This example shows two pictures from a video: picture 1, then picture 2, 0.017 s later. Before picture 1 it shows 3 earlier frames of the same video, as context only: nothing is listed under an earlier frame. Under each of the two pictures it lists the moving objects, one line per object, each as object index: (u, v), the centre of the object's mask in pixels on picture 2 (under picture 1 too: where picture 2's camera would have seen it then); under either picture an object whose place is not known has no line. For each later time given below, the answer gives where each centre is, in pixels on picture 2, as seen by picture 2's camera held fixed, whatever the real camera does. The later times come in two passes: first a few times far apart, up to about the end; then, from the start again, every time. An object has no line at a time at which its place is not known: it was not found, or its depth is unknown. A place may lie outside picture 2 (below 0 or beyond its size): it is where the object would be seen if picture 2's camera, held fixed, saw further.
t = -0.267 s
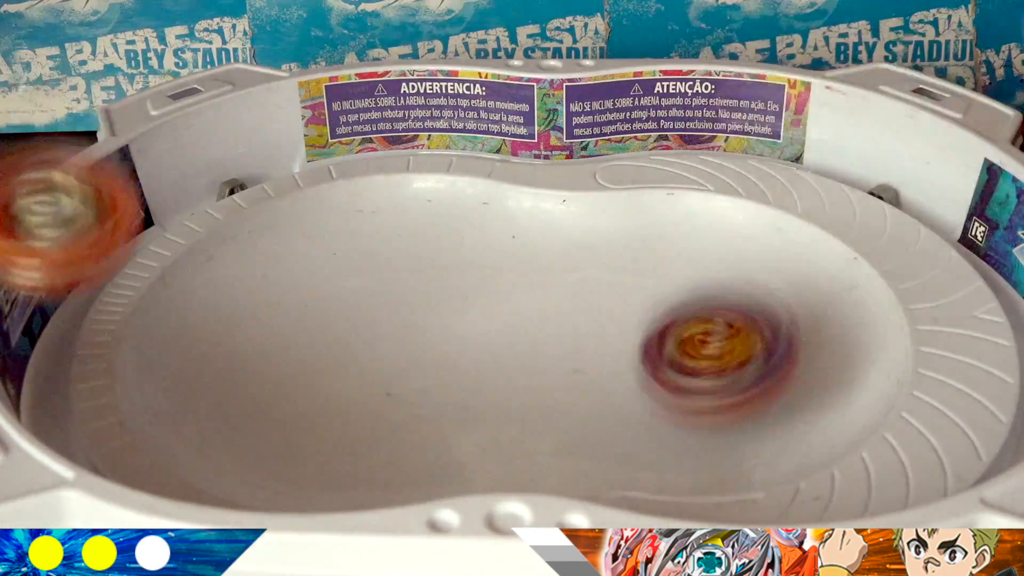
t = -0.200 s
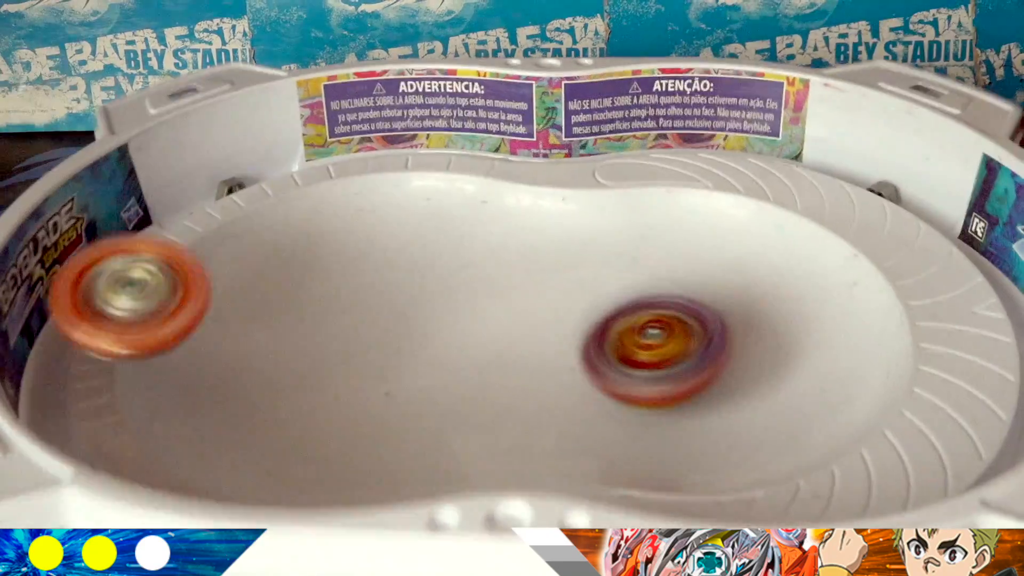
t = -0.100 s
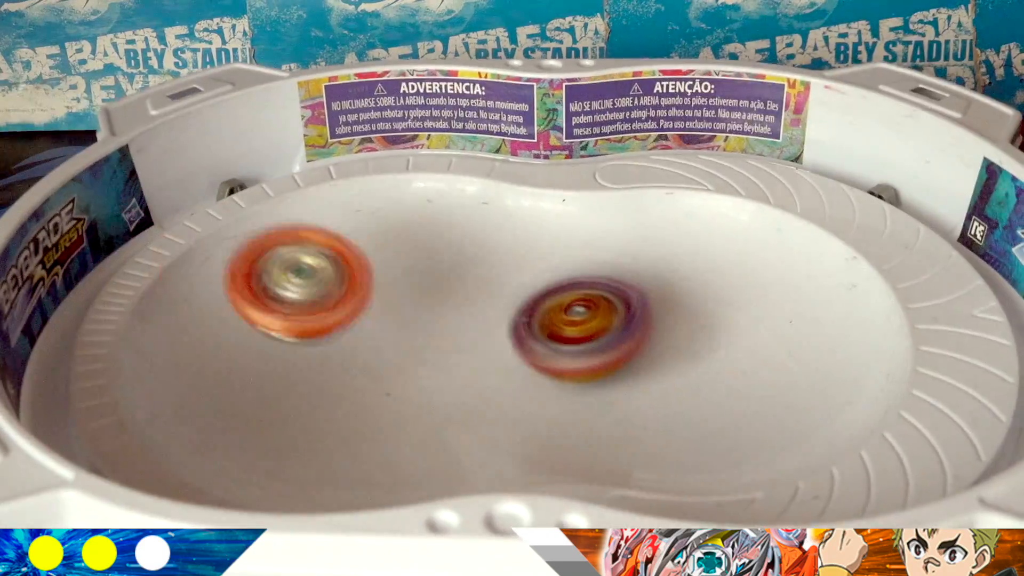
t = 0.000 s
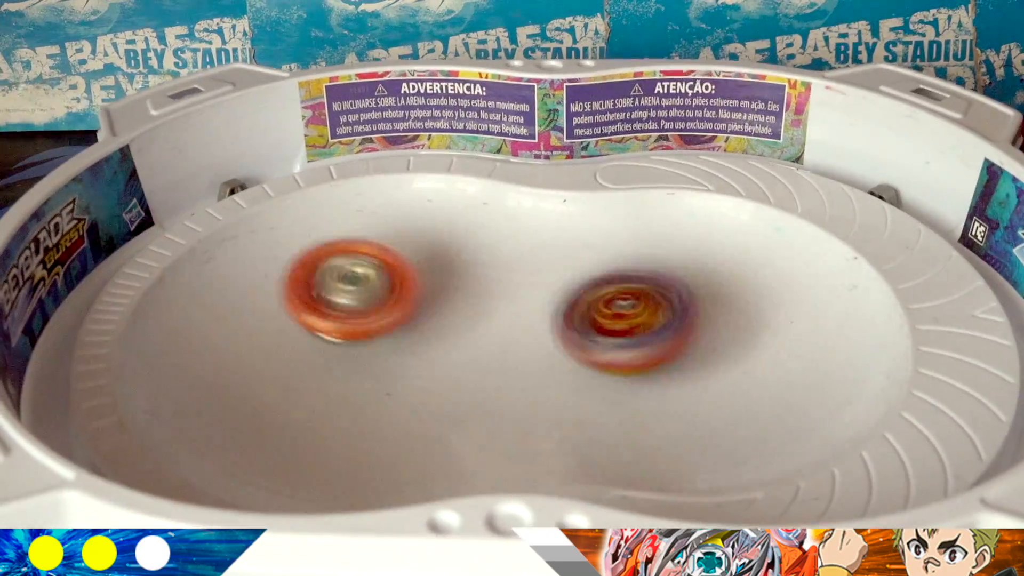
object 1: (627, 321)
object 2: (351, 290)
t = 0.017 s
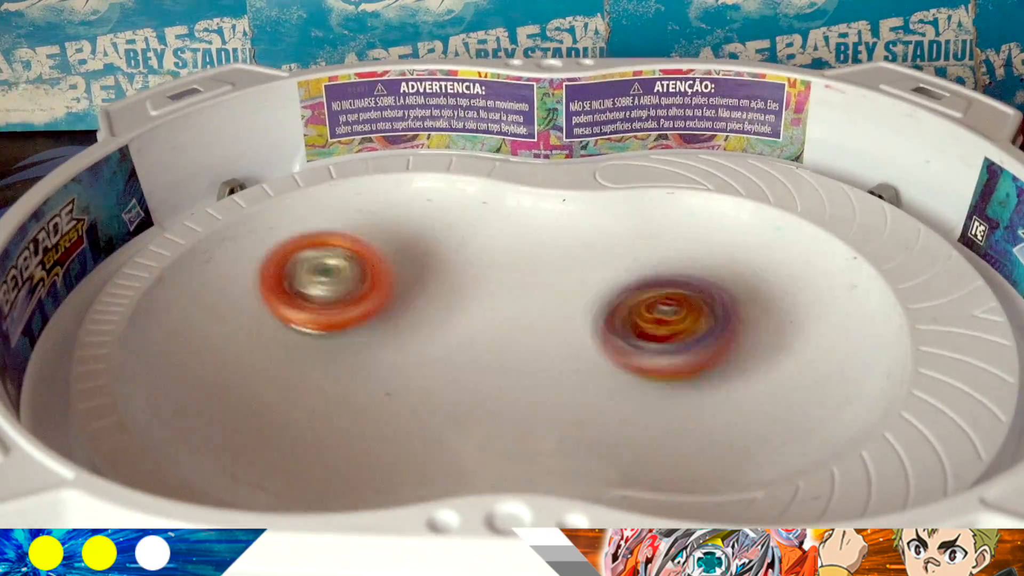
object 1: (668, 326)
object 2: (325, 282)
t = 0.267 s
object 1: (824, 300)
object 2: (299, 293)
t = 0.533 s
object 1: (722, 248)
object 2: (286, 437)
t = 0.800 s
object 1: (610, 336)
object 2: (405, 321)
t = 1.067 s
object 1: (446, 435)
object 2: (475, 232)
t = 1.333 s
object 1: (452, 321)
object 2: (276, 342)
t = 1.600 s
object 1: (266, 310)
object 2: (456, 372)
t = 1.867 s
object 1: (376, 443)
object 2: (694, 261)
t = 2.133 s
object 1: (847, 323)
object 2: (665, 248)
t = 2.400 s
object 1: (521, 282)
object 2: (385, 315)
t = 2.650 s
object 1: (174, 251)
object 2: (246, 426)
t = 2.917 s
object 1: (442, 393)
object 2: (802, 289)
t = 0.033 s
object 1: (710, 334)
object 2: (301, 279)
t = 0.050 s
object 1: (753, 337)
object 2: (280, 274)
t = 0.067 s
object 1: (797, 332)
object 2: (263, 262)
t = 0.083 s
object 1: (834, 323)
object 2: (248, 250)
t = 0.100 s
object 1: (849, 304)
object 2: (237, 240)
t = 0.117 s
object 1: (857, 285)
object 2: (232, 233)
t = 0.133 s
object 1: (863, 273)
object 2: (229, 230)
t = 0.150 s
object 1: (868, 266)
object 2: (226, 232)
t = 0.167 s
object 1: (873, 264)
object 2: (226, 235)
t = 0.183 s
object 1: (876, 269)
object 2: (230, 240)
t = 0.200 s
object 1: (879, 279)
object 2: (240, 248)
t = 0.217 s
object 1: (877, 293)
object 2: (251, 258)
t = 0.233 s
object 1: (861, 299)
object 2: (263, 268)
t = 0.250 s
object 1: (843, 298)
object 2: (280, 281)
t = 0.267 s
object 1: (824, 300)
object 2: (299, 293)
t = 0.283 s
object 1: (804, 308)
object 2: (319, 304)
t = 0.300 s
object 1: (784, 321)
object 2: (340, 314)
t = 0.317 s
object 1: (760, 325)
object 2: (363, 321)
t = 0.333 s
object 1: (734, 322)
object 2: (388, 330)
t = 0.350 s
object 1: (708, 317)
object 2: (413, 336)
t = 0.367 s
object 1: (682, 314)
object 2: (434, 340)
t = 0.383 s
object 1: (655, 311)
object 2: (459, 345)
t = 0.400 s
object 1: (629, 311)
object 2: (485, 348)
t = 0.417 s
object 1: (626, 306)
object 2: (480, 348)
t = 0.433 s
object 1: (643, 291)
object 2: (452, 350)
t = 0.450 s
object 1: (659, 282)
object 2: (424, 356)
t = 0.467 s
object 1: (675, 275)
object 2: (394, 371)
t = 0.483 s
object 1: (689, 266)
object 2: (365, 391)
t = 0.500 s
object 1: (700, 260)
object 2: (338, 417)
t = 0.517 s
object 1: (714, 253)
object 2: (309, 437)
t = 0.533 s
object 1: (722, 248)
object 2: (286, 437)
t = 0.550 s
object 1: (728, 246)
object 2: (264, 437)
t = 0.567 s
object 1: (733, 244)
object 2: (249, 432)
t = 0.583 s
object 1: (737, 242)
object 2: (238, 427)
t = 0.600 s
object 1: (739, 243)
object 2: (234, 420)
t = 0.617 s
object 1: (738, 246)
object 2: (230, 420)
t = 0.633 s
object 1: (737, 249)
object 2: (230, 422)
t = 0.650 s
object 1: (733, 253)
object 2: (239, 418)
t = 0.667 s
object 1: (727, 258)
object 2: (250, 410)
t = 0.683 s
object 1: (718, 266)
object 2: (266, 401)
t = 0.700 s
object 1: (707, 274)
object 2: (282, 392)
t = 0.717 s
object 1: (695, 281)
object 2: (300, 383)
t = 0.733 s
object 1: (680, 290)
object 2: (321, 372)
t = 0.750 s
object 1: (663, 301)
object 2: (340, 361)
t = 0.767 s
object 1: (646, 311)
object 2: (364, 348)
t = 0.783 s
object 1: (628, 324)
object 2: (384, 335)
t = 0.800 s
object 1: (610, 336)
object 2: (405, 321)
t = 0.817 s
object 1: (592, 350)
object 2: (426, 305)
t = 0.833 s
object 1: (576, 363)
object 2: (442, 290)
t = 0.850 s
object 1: (559, 376)
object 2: (458, 273)
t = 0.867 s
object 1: (544, 387)
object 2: (471, 256)
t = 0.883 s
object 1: (531, 396)
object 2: (484, 242)
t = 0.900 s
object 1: (518, 405)
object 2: (495, 226)
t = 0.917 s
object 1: (507, 411)
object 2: (503, 213)
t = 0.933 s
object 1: (496, 417)
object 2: (506, 201)
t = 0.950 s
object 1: (488, 423)
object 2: (504, 195)
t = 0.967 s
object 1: (480, 428)
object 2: (502, 193)
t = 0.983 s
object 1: (472, 432)
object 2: (501, 196)
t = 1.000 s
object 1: (466, 434)
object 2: (500, 205)
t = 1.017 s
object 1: (460, 437)
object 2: (498, 214)
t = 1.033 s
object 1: (455, 436)
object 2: (492, 218)
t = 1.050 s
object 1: (450, 436)
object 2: (483, 224)
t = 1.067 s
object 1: (446, 435)
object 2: (475, 232)
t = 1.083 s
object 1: (442, 432)
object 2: (463, 241)
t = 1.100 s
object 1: (440, 427)
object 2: (450, 250)
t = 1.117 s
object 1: (438, 422)
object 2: (437, 259)
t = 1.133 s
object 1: (437, 416)
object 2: (421, 269)
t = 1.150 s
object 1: (438, 409)
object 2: (407, 277)
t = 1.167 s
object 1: (439, 402)
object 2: (389, 285)
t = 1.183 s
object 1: (440, 394)
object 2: (372, 292)
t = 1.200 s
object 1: (443, 386)
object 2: (355, 299)
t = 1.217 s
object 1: (446, 377)
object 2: (340, 305)
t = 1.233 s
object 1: (450, 368)
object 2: (326, 310)
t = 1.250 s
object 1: (453, 358)
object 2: (313, 316)
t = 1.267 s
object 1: (455, 350)
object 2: (303, 320)
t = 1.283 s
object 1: (456, 341)
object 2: (292, 327)
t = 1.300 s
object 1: (456, 334)
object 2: (285, 332)
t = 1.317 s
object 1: (454, 327)
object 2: (278, 339)
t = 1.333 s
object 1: (452, 321)
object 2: (276, 342)
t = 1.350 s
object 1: (447, 315)
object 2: (273, 348)
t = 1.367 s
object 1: (442, 310)
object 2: (273, 355)
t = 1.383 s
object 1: (435, 306)
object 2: (276, 360)
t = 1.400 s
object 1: (426, 302)
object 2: (281, 366)
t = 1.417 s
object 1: (416, 300)
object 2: (288, 372)
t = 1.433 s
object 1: (405, 297)
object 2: (296, 377)
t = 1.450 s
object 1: (393, 296)
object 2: (309, 381)
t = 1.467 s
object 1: (379, 293)
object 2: (321, 384)
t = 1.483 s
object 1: (364, 292)
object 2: (336, 387)
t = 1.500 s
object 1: (349, 291)
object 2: (351, 388)
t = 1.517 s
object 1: (333, 294)
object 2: (367, 389)
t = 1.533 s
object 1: (319, 296)
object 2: (386, 389)
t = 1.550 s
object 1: (304, 298)
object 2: (402, 386)
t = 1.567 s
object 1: (290, 302)
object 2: (422, 383)
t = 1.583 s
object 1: (278, 307)
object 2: (437, 377)
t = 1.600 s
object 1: (266, 310)
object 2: (456, 372)
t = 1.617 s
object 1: (256, 316)
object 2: (472, 368)
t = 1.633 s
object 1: (246, 322)
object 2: (492, 362)
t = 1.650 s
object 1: (238, 330)
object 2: (508, 354)
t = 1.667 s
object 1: (234, 338)
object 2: (527, 346)
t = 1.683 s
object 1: (229, 347)
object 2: (543, 340)
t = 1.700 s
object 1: (229, 357)
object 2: (560, 331)
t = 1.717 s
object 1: (230, 367)
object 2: (576, 323)
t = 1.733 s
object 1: (234, 377)
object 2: (593, 315)
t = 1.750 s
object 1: (241, 388)
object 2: (608, 306)
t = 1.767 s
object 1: (250, 399)
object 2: (623, 298)
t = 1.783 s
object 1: (264, 409)
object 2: (636, 290)
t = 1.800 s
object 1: (279, 420)
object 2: (649, 282)
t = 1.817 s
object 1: (299, 429)
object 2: (661, 275)
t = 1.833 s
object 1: (321, 436)
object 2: (673, 271)
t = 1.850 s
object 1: (349, 441)
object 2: (683, 265)
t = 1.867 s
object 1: (376, 443)
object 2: (694, 261)
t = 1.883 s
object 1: (408, 443)
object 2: (703, 258)
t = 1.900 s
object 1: (438, 439)
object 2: (710, 257)
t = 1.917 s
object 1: (470, 432)
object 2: (717, 256)
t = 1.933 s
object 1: (501, 429)
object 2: (722, 256)
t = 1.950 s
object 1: (535, 423)
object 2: (725, 257)
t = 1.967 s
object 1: (569, 418)
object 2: (728, 260)
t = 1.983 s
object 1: (605, 414)
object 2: (728, 262)
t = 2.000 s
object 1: (638, 409)
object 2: (728, 265)
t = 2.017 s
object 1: (676, 402)
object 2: (726, 268)
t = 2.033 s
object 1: (711, 393)
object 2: (722, 273)
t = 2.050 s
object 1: (744, 381)
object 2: (717, 276)
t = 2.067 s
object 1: (773, 366)
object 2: (710, 280)
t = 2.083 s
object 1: (805, 359)
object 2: (698, 271)
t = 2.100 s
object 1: (831, 348)
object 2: (685, 261)
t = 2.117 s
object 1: (846, 332)
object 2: (672, 252)
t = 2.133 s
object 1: (847, 323)
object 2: (665, 248)
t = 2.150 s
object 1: (845, 308)
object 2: (653, 241)
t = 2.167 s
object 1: (842, 299)
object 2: (640, 237)
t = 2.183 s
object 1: (838, 294)
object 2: (627, 233)
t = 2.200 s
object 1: (834, 295)
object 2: (613, 232)
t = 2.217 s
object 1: (830, 302)
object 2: (599, 232)
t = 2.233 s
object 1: (818, 307)
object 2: (584, 235)
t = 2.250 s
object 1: (798, 308)
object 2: (568, 240)
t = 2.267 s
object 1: (774, 305)
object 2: (551, 245)
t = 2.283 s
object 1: (745, 302)
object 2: (533, 251)
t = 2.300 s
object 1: (718, 299)
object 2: (515, 260)
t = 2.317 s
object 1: (687, 295)
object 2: (496, 269)
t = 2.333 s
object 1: (655, 291)
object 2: (475, 280)
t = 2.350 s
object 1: (624, 288)
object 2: (452, 289)
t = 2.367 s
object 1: (591, 285)
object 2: (430, 300)
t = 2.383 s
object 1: (557, 284)
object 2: (406, 308)
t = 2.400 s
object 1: (521, 282)
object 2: (385, 315)
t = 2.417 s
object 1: (489, 283)
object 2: (358, 323)
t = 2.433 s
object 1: (456, 282)
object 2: (333, 327)
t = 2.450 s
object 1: (423, 284)
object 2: (306, 333)
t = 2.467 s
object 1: (390, 283)
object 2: (281, 339)
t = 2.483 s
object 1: (355, 282)
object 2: (257, 342)
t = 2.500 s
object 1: (317, 277)
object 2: (237, 344)
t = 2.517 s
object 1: (280, 271)
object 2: (220, 347)
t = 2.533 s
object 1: (244, 265)
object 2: (203, 351)
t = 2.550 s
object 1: (220, 255)
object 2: (188, 362)
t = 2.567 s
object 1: (209, 242)
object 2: (181, 369)
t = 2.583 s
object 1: (200, 234)
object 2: (184, 376)
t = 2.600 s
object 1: (192, 231)
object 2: (190, 386)
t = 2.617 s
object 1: (185, 233)
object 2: (202, 401)
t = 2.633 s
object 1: (179, 241)
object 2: (218, 416)
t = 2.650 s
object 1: (174, 251)
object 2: (246, 426)
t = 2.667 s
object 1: (174, 255)
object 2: (277, 436)
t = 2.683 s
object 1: (175, 258)
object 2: (308, 446)
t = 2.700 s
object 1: (177, 263)
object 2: (347, 446)
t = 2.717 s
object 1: (181, 269)
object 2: (383, 442)
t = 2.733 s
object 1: (186, 276)
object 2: (420, 432)
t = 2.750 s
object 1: (195, 289)
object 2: (461, 422)
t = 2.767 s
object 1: (203, 310)
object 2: (497, 411)
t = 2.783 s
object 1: (219, 328)
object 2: (538, 403)
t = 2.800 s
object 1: (239, 339)
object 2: (576, 397)
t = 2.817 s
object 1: (263, 352)
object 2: (612, 386)
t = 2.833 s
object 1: (288, 362)
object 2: (651, 373)
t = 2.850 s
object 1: (313, 373)
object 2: (684, 361)
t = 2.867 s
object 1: (343, 384)
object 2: (718, 347)
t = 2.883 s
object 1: (375, 390)
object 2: (751, 329)
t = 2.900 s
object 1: (409, 395)
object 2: (778, 311)
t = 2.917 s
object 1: (442, 393)
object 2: (802, 289)
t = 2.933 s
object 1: (479, 394)
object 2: (821, 268)
